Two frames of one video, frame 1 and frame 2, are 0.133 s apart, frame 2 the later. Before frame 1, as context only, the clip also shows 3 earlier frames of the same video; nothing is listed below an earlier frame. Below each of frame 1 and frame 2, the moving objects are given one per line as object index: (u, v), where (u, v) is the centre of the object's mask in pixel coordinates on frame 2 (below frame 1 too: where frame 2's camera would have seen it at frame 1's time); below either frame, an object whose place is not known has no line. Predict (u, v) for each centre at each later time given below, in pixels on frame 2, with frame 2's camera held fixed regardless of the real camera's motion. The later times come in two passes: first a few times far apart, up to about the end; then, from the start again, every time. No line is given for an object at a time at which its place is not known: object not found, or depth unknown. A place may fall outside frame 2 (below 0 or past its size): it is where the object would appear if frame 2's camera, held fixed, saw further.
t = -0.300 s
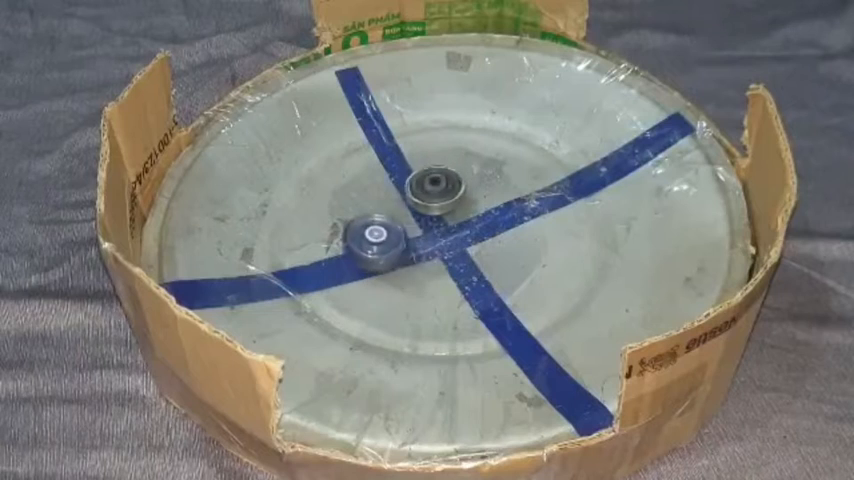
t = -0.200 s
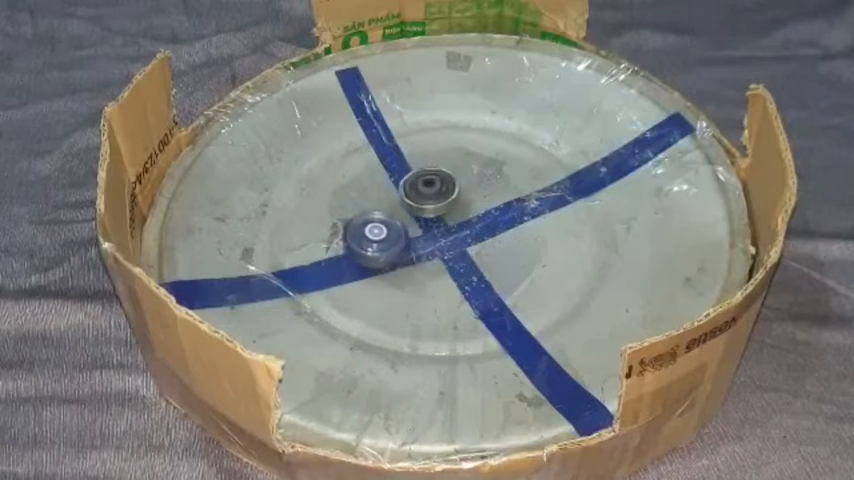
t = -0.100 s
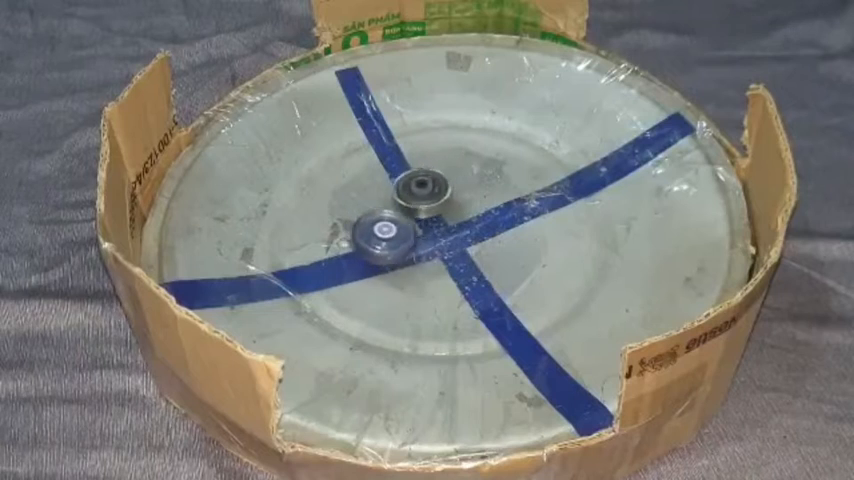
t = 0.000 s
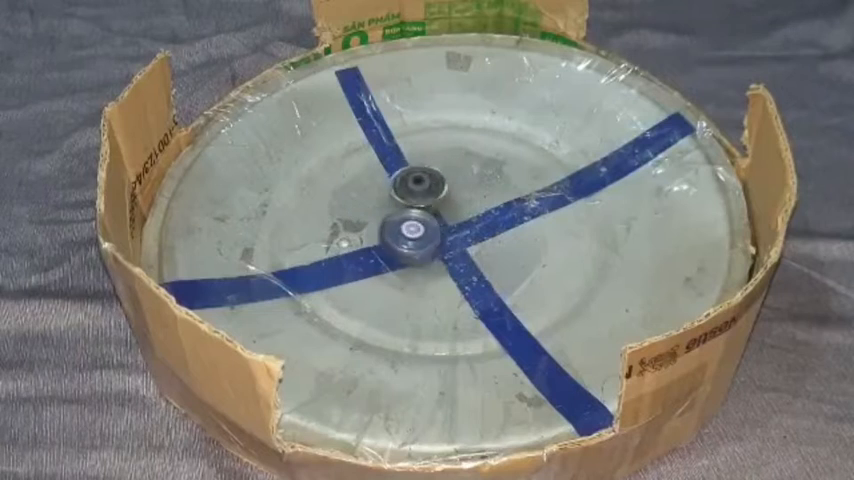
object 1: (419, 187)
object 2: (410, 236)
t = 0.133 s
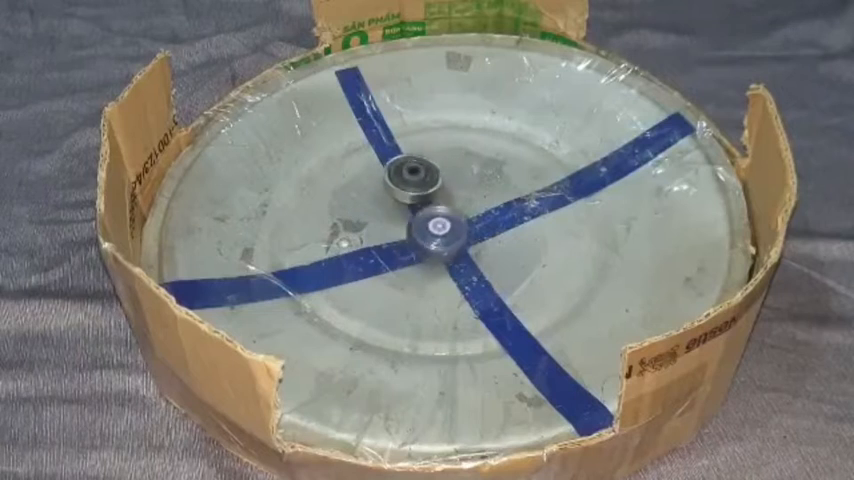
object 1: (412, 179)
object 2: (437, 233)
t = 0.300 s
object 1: (408, 170)
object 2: (462, 200)
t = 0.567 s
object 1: (344, 105)
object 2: (569, 209)
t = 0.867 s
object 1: (345, 90)
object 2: (589, 177)
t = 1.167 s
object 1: (367, 118)
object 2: (554, 161)
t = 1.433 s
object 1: (386, 172)
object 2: (491, 146)
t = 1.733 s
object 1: (417, 244)
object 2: (409, 155)
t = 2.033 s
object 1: (416, 275)
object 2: (330, 178)
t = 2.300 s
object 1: (401, 272)
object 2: (306, 196)
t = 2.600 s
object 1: (406, 247)
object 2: (339, 189)
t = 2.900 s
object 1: (460, 216)
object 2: (357, 156)
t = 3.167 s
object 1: (492, 186)
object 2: (368, 141)
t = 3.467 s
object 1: (502, 170)
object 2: (389, 144)
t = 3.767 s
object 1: (525, 156)
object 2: (411, 134)
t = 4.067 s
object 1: (539, 151)
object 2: (415, 149)
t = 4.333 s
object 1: (518, 148)
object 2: (439, 144)
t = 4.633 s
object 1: (495, 133)
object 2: (404, 140)
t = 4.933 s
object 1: (454, 127)
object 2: (374, 160)
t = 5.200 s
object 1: (409, 128)
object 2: (397, 179)
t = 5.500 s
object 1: (385, 130)
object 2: (405, 177)
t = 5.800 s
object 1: (379, 135)
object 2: (418, 186)
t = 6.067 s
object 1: (362, 151)
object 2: (432, 175)
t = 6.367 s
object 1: (348, 175)
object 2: (426, 162)
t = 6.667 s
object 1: (368, 185)
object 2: (425, 157)
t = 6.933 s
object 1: (390, 180)
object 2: (426, 143)
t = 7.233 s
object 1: (405, 186)
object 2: (433, 136)
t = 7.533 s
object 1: (405, 183)
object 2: (433, 134)
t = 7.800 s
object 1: (404, 183)
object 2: (438, 143)
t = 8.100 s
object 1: (401, 182)
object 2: (456, 137)
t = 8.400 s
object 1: (397, 179)
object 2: (442, 145)
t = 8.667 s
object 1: (385, 176)
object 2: (458, 138)
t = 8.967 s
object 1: (391, 181)
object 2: (438, 142)
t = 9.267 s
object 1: (377, 180)
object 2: (450, 146)
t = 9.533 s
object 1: (379, 179)
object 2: (459, 134)
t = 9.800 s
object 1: (390, 178)
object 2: (446, 142)
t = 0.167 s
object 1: (410, 179)
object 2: (443, 228)
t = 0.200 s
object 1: (409, 178)
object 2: (448, 223)
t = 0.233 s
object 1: (410, 176)
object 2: (453, 217)
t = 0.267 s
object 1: (410, 175)
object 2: (457, 210)
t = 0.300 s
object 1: (408, 170)
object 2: (462, 200)
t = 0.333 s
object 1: (391, 154)
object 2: (487, 207)
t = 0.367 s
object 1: (376, 141)
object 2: (511, 213)
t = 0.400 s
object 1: (366, 131)
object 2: (527, 219)
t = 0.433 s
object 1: (358, 124)
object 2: (539, 220)
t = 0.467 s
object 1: (353, 117)
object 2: (548, 219)
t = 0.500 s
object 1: (349, 113)
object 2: (555, 216)
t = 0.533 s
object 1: (348, 109)
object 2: (561, 213)
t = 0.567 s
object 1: (344, 105)
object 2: (569, 209)
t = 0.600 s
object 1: (343, 102)
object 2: (576, 206)
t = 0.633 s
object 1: (342, 99)
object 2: (583, 200)
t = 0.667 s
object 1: (341, 97)
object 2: (589, 197)
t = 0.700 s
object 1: (342, 95)
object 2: (595, 194)
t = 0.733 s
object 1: (340, 93)
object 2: (599, 191)
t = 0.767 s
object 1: (341, 92)
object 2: (600, 186)
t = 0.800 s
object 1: (341, 91)
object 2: (596, 183)
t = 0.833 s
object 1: (343, 91)
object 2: (593, 180)
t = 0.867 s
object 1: (345, 90)
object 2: (589, 177)
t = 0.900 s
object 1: (347, 92)
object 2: (585, 175)
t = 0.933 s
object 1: (349, 92)
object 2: (581, 173)
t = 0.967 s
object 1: (352, 94)
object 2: (577, 171)
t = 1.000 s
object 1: (355, 95)
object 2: (574, 170)
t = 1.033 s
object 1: (358, 100)
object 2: (569, 168)
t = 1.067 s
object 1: (361, 103)
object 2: (565, 166)
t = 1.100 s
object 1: (362, 107)
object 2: (563, 165)
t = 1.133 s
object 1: (365, 111)
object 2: (559, 164)
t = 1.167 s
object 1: (367, 118)
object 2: (554, 161)
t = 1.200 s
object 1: (370, 124)
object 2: (548, 158)
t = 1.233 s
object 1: (372, 130)
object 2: (543, 156)
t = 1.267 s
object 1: (376, 137)
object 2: (536, 152)
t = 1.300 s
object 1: (379, 145)
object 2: (529, 149)
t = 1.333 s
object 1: (381, 153)
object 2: (521, 147)
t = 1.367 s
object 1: (383, 159)
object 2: (510, 148)
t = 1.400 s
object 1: (384, 167)
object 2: (500, 147)
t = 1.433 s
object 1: (386, 172)
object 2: (491, 146)
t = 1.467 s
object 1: (388, 181)
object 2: (481, 147)
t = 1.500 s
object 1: (391, 188)
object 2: (472, 146)
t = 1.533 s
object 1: (394, 198)
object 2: (463, 146)
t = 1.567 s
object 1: (398, 206)
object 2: (456, 149)
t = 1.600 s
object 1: (402, 215)
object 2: (447, 150)
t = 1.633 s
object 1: (407, 222)
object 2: (437, 150)
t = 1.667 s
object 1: (410, 230)
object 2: (428, 149)
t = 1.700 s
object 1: (415, 237)
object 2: (418, 152)
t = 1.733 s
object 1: (417, 244)
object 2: (409, 155)
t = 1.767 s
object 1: (419, 250)
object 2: (398, 157)
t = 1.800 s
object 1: (420, 256)
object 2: (388, 159)
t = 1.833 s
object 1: (420, 260)
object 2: (378, 162)
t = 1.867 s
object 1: (421, 265)
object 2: (367, 164)
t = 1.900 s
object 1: (419, 267)
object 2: (359, 167)
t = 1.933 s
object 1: (420, 269)
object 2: (352, 169)
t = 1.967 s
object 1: (418, 271)
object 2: (345, 172)
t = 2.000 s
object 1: (418, 273)
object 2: (337, 175)
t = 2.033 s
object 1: (416, 275)
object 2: (330, 178)
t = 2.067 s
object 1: (416, 276)
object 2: (324, 181)
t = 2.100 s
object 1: (413, 278)
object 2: (318, 184)
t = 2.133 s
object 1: (412, 277)
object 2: (313, 187)
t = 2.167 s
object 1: (410, 278)
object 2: (310, 191)
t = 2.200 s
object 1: (407, 276)
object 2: (308, 194)
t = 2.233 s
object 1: (405, 277)
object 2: (306, 196)
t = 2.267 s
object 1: (401, 274)
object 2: (305, 197)
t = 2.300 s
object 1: (401, 272)
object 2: (306, 196)
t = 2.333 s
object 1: (397, 270)
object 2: (307, 197)
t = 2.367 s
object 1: (398, 267)
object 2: (309, 197)
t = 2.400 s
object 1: (395, 264)
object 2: (311, 198)
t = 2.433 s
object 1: (397, 260)
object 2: (315, 197)
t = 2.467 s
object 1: (396, 258)
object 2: (319, 197)
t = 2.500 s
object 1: (397, 255)
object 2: (323, 196)
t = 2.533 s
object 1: (399, 253)
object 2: (328, 193)
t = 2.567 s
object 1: (402, 248)
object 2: (333, 191)
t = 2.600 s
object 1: (406, 247)
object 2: (339, 189)
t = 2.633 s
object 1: (407, 244)
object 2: (344, 187)
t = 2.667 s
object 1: (414, 242)
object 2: (348, 182)
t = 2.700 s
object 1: (419, 239)
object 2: (352, 178)
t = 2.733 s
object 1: (427, 235)
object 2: (354, 174)
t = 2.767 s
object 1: (434, 231)
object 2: (355, 169)
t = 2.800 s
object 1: (441, 226)
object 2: (355, 165)
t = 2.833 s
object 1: (447, 223)
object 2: (355, 161)
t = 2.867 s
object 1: (453, 219)
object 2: (355, 157)
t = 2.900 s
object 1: (460, 216)
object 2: (357, 156)
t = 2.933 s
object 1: (466, 211)
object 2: (357, 155)
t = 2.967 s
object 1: (471, 206)
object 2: (358, 154)
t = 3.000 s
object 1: (476, 201)
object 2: (359, 151)
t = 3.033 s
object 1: (479, 195)
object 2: (361, 149)
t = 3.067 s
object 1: (483, 193)
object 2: (363, 147)
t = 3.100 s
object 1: (486, 190)
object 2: (365, 143)
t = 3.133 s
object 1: (490, 187)
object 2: (367, 142)
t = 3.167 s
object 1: (492, 186)
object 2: (368, 141)
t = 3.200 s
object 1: (493, 183)
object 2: (370, 141)
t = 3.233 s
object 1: (495, 181)
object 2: (371, 140)
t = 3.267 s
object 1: (496, 180)
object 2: (372, 141)
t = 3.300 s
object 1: (498, 177)
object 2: (374, 141)
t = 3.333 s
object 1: (501, 176)
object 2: (375, 143)
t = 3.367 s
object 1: (501, 176)
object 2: (376, 144)
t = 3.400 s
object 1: (503, 173)
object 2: (379, 144)
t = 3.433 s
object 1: (504, 172)
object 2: (384, 143)
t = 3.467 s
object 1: (502, 170)
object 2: (389, 144)
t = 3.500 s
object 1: (504, 167)
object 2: (396, 146)
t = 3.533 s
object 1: (501, 168)
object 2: (403, 147)
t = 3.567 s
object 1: (499, 163)
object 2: (410, 148)
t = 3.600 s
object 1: (499, 161)
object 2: (417, 147)
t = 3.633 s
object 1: (495, 160)
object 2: (424, 147)
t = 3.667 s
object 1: (494, 156)
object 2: (430, 145)
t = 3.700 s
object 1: (495, 155)
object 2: (435, 144)
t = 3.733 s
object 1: (512, 156)
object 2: (421, 138)
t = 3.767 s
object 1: (525, 156)
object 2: (411, 134)
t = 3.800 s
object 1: (529, 156)
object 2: (405, 133)
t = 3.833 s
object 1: (533, 153)
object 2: (404, 133)
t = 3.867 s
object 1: (538, 153)
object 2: (404, 136)
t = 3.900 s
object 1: (538, 154)
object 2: (403, 137)
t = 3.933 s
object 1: (536, 152)
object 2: (403, 139)
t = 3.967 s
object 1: (538, 150)
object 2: (404, 143)
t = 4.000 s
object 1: (538, 150)
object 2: (406, 145)
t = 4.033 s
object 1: (538, 151)
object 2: (410, 146)
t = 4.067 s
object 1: (539, 151)
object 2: (415, 149)
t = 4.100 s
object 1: (536, 153)
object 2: (419, 149)
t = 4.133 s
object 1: (533, 152)
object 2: (422, 148)
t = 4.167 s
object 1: (533, 151)
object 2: (425, 147)
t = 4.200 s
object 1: (529, 152)
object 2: (428, 146)
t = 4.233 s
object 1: (525, 151)
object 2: (430, 145)
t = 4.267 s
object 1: (524, 150)
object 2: (433, 145)
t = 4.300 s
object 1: (521, 150)
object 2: (435, 145)
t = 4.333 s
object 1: (518, 148)
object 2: (439, 144)
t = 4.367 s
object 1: (514, 145)
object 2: (442, 143)
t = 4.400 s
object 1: (506, 143)
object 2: (445, 141)
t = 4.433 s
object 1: (510, 141)
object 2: (434, 138)
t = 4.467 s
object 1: (510, 140)
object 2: (428, 137)
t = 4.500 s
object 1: (507, 139)
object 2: (424, 135)
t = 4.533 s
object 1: (504, 137)
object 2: (419, 135)
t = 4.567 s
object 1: (504, 134)
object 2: (414, 135)
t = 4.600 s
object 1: (501, 134)
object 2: (408, 137)
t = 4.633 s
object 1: (495, 133)
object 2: (404, 140)
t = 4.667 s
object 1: (492, 130)
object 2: (399, 143)
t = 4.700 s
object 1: (490, 129)
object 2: (396, 145)
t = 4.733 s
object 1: (485, 129)
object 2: (392, 148)
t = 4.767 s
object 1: (480, 128)
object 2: (388, 150)
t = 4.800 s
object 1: (478, 126)
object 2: (385, 153)
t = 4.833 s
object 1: (472, 127)
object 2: (382, 154)
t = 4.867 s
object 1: (467, 127)
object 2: (379, 156)
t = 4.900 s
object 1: (461, 125)
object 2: (375, 159)
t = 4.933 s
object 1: (454, 127)
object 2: (374, 160)
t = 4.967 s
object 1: (446, 128)
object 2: (373, 163)
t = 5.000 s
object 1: (441, 128)
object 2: (373, 166)
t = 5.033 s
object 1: (435, 129)
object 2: (374, 169)
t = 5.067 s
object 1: (431, 128)
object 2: (376, 172)
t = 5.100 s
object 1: (425, 128)
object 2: (380, 174)
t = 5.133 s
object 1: (420, 128)
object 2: (388, 174)
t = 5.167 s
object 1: (413, 128)
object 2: (393, 176)
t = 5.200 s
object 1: (409, 128)
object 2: (397, 179)
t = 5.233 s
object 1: (404, 128)
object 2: (400, 181)
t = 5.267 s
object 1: (400, 127)
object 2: (403, 181)
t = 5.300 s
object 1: (397, 127)
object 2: (406, 181)
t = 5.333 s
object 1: (394, 128)
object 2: (408, 181)
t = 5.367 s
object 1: (389, 129)
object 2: (406, 180)
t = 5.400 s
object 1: (386, 128)
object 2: (405, 179)
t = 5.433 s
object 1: (386, 127)
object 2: (403, 178)
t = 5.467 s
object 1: (387, 128)
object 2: (404, 178)
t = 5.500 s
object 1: (385, 130)
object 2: (405, 177)
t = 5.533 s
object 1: (383, 129)
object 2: (406, 178)
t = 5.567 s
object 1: (381, 130)
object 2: (410, 177)
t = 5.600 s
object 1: (381, 129)
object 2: (413, 177)
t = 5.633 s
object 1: (384, 130)
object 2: (413, 179)
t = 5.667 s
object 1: (383, 132)
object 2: (412, 180)
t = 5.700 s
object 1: (380, 134)
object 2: (413, 182)
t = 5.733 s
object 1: (379, 134)
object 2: (414, 183)
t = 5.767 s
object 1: (379, 134)
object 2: (416, 185)
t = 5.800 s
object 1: (379, 135)
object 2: (418, 186)
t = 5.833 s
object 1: (378, 136)
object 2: (421, 186)
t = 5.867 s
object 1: (377, 137)
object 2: (425, 186)
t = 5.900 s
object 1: (376, 139)
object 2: (428, 185)
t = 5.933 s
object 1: (373, 142)
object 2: (428, 183)
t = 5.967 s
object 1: (369, 142)
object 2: (428, 181)
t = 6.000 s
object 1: (365, 144)
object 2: (431, 179)
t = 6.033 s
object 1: (366, 147)
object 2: (432, 177)
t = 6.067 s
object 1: (362, 151)
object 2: (432, 175)
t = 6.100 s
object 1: (357, 154)
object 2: (432, 173)
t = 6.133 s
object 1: (355, 154)
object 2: (432, 170)
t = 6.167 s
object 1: (355, 157)
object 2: (431, 169)
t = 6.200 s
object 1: (355, 160)
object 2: (431, 168)
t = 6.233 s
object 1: (349, 165)
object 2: (430, 167)
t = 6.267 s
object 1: (346, 166)
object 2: (428, 165)
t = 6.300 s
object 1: (347, 168)
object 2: (427, 163)
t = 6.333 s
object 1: (348, 171)
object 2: (427, 163)
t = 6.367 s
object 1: (348, 175)
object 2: (426, 162)
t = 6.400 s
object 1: (344, 179)
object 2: (426, 162)
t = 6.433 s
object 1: (344, 181)
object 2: (426, 161)
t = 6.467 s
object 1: (349, 181)
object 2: (426, 162)
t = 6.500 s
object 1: (354, 184)
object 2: (425, 162)
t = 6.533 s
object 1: (357, 187)
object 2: (426, 161)
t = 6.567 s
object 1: (358, 189)
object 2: (425, 161)
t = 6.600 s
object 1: (361, 188)
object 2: (425, 161)
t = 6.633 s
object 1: (367, 184)
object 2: (422, 160)
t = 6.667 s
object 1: (368, 185)
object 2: (425, 157)
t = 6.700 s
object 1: (371, 186)
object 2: (427, 154)
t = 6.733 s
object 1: (374, 188)
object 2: (429, 153)
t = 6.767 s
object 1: (374, 188)
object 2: (428, 152)
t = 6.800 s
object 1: (373, 184)
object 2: (428, 150)
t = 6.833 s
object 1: (374, 182)
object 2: (427, 148)
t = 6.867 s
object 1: (378, 180)
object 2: (426, 146)
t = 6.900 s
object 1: (383, 181)
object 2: (425, 146)
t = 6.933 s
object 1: (390, 180)
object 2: (426, 143)
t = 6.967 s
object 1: (391, 179)
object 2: (426, 142)
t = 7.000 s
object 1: (390, 180)
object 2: (426, 142)
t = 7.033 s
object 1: (389, 182)
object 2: (427, 141)
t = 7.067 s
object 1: (391, 182)
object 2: (428, 141)
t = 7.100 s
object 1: (396, 185)
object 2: (429, 139)
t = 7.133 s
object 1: (401, 187)
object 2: (430, 139)
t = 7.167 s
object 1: (401, 188)
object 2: (431, 138)
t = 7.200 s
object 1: (402, 189)
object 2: (433, 137)
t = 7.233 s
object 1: (405, 186)
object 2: (433, 136)
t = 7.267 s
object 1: (409, 183)
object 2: (433, 136)
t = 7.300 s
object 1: (411, 181)
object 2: (433, 136)
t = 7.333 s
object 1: (415, 181)
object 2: (433, 135)
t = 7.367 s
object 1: (414, 181)
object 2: (433, 134)
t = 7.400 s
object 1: (411, 180)
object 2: (433, 134)
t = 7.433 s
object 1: (410, 180)
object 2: (433, 135)
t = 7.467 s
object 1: (409, 179)
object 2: (435, 135)
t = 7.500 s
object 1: (406, 181)
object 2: (436, 134)
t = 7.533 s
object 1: (405, 183)
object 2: (433, 134)
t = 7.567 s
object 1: (405, 184)
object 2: (431, 135)
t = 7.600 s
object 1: (405, 184)
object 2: (429, 136)
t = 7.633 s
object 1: (405, 183)
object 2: (430, 137)
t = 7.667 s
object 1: (404, 183)
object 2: (431, 139)
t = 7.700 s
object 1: (403, 183)
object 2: (433, 139)
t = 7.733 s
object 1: (403, 183)
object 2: (435, 140)
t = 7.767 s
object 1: (403, 183)
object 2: (436, 141)
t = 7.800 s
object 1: (404, 183)
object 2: (438, 143)
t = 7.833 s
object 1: (405, 182)
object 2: (440, 143)
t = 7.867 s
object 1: (404, 184)
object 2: (443, 143)
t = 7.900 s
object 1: (403, 183)
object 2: (446, 144)
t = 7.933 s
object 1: (401, 184)
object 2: (451, 142)
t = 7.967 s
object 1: (402, 184)
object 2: (453, 142)
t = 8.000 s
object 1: (402, 183)
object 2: (455, 141)
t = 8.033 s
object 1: (402, 182)
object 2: (458, 140)
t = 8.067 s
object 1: (401, 182)
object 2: (459, 138)
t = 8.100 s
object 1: (401, 182)
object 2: (456, 137)
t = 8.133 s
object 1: (401, 182)
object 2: (454, 137)
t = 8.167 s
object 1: (400, 183)
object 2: (453, 137)
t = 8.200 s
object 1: (400, 182)
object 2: (450, 137)
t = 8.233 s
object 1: (399, 182)
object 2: (449, 139)
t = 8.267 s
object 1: (399, 182)
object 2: (447, 139)
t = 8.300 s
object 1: (398, 181)
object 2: (446, 141)
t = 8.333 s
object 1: (397, 181)
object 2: (444, 144)
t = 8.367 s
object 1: (397, 180)
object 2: (444, 144)
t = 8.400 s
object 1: (397, 179)
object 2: (442, 145)
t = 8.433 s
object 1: (395, 179)
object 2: (443, 146)
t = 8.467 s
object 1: (391, 180)
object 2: (447, 145)
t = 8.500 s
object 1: (388, 179)
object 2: (449, 145)
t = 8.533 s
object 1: (386, 178)
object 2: (452, 145)
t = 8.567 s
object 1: (385, 177)
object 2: (454, 143)
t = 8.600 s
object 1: (385, 176)
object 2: (455, 142)
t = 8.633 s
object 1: (385, 176)
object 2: (457, 141)
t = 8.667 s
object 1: (385, 176)
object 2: (458, 138)
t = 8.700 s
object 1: (386, 177)
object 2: (456, 138)
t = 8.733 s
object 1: (388, 177)
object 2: (455, 137)
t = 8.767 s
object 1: (389, 178)
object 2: (453, 137)
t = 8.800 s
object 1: (389, 178)
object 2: (450, 137)
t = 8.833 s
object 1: (389, 180)
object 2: (448, 137)
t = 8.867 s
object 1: (390, 180)
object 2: (445, 138)
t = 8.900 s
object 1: (390, 181)
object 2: (443, 140)
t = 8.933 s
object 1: (391, 181)
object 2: (442, 141)
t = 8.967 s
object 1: (391, 181)
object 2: (438, 142)
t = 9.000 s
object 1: (391, 181)
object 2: (437, 143)
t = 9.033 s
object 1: (391, 181)
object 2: (435, 145)
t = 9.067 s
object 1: (391, 181)
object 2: (432, 146)
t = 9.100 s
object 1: (391, 180)
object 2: (431, 148)
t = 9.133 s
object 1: (389, 180)
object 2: (434, 150)
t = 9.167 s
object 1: (384, 180)
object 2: (440, 152)
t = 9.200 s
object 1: (380, 179)
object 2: (444, 151)
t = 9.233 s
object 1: (379, 179)
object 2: (446, 149)
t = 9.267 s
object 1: (377, 180)
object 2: (450, 146)
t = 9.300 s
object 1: (376, 180)
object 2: (452, 145)
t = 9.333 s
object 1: (375, 181)
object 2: (456, 143)
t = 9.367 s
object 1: (375, 181)
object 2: (458, 141)
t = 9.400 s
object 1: (376, 180)
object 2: (460, 139)
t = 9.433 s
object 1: (376, 180)
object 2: (460, 136)
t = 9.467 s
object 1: (377, 180)
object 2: (459, 135)
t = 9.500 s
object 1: (378, 179)
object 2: (460, 135)
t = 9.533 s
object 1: (379, 179)
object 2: (459, 134)
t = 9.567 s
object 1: (380, 178)
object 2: (457, 134)
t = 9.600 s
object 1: (382, 178)
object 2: (456, 134)
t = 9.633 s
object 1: (385, 177)
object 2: (453, 134)
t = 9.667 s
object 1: (386, 177)
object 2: (451, 135)
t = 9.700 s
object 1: (388, 178)
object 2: (448, 135)
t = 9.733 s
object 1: (390, 178)
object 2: (447, 136)
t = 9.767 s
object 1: (391, 178)
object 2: (445, 139)
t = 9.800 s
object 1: (390, 178)
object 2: (446, 142)
